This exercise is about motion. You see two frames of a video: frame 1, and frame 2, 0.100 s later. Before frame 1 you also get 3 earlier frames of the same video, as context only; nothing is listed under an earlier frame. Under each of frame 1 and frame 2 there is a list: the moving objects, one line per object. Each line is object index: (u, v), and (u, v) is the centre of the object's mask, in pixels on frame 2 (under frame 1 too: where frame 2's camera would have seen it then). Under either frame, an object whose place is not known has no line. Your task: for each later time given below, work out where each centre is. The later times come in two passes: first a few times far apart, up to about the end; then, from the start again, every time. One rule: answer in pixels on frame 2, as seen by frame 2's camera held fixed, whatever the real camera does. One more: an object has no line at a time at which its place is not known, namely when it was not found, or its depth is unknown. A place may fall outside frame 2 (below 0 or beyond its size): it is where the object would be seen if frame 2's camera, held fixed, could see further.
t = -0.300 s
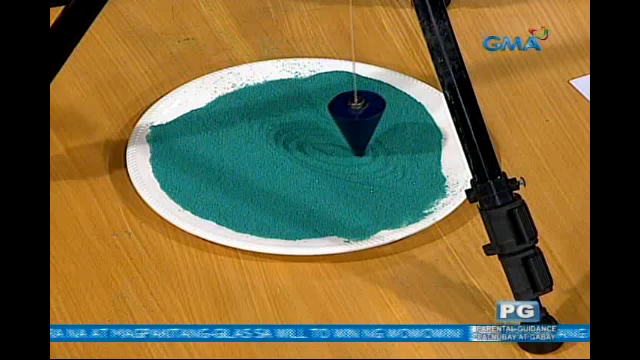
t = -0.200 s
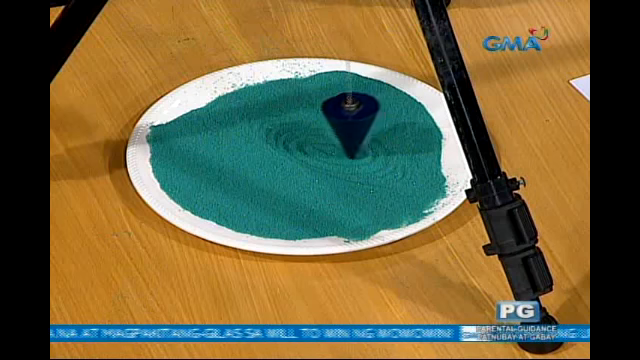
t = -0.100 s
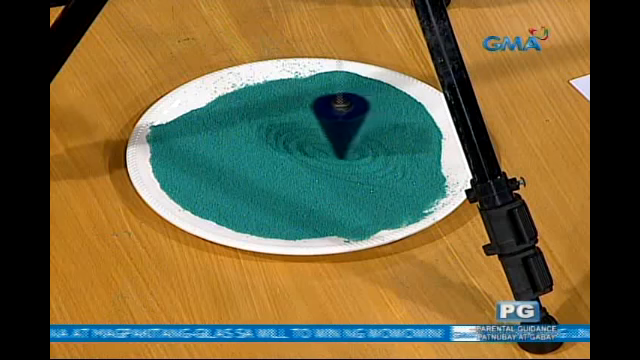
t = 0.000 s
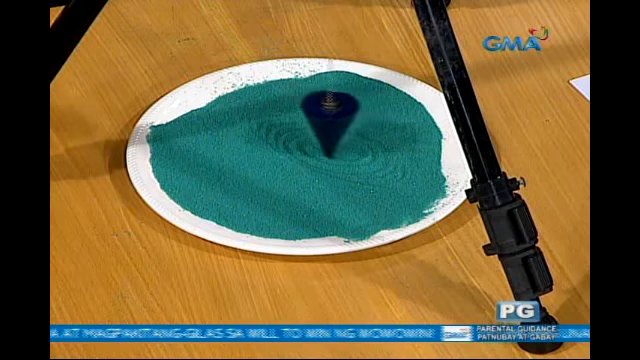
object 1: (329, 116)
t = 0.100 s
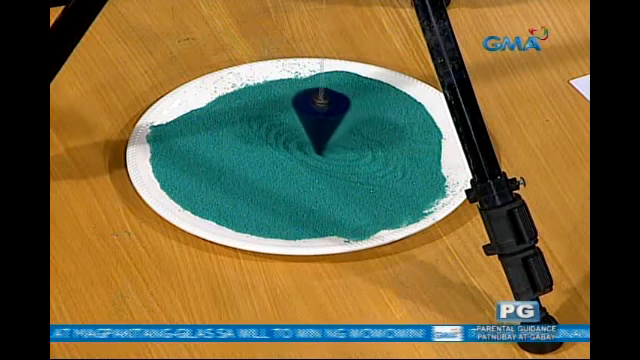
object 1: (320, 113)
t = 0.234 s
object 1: (316, 110)
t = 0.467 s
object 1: (327, 108)
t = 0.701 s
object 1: (344, 111)
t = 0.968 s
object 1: (346, 115)
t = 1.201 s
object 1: (334, 114)
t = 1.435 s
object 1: (326, 112)
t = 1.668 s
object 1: (330, 111)
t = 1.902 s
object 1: (337, 112)
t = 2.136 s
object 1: (339, 113)
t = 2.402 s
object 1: (334, 112)
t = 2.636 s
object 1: (333, 112)
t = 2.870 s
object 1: (335, 113)
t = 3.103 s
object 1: (336, 113)
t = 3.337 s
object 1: (335, 113)
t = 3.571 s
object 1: (334, 112)
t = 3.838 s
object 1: (333, 112)
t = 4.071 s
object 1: (334, 112)
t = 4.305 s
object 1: (335, 112)
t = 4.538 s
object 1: (336, 113)
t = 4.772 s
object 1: (336, 113)
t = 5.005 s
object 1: (334, 113)
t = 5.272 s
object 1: (333, 113)
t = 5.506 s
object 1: (333, 113)
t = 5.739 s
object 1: (333, 112)
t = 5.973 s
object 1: (334, 112)
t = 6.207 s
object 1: (335, 112)
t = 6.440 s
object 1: (335, 112)
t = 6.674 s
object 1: (335, 113)
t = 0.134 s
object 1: (318, 112)
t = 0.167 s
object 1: (317, 112)
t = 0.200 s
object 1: (316, 111)
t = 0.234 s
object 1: (316, 110)
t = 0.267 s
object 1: (316, 109)
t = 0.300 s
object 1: (317, 108)
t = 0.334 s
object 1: (318, 108)
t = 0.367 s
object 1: (320, 107)
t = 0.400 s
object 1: (322, 108)
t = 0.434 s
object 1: (324, 107)
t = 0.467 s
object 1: (327, 108)
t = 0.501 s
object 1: (329, 108)
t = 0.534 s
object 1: (332, 108)
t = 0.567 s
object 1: (335, 109)
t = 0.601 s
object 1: (337, 109)
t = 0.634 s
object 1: (340, 110)
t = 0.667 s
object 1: (342, 110)
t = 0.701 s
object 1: (344, 111)
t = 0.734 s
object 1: (346, 111)
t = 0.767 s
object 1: (347, 112)
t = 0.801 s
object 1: (347, 113)
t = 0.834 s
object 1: (348, 113)
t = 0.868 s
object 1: (348, 114)
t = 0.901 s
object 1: (347, 114)
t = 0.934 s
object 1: (347, 114)
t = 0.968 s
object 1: (346, 115)
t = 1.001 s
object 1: (344, 115)
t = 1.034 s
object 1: (343, 115)
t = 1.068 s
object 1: (341, 115)
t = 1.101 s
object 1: (339, 115)
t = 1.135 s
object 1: (338, 115)
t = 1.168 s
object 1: (336, 114)
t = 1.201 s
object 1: (334, 114)
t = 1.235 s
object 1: (332, 114)
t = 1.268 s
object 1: (331, 114)
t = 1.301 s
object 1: (329, 113)
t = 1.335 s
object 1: (328, 113)
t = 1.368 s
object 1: (327, 113)
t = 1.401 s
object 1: (327, 112)
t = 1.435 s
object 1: (326, 112)
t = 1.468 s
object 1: (326, 112)
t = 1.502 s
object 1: (326, 112)
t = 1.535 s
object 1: (327, 112)
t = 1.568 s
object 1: (327, 112)
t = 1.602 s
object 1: (328, 112)
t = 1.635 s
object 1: (329, 111)
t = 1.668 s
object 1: (330, 111)
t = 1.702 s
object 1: (331, 111)
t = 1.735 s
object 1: (332, 111)
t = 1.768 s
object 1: (333, 111)
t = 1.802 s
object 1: (334, 111)
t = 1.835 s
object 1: (335, 112)
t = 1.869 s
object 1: (336, 112)
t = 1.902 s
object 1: (337, 112)
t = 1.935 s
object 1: (338, 112)
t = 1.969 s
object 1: (338, 112)
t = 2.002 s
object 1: (339, 112)
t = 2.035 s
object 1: (339, 112)
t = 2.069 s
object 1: (339, 112)
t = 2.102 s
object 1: (339, 113)
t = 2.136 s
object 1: (339, 113)
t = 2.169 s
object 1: (338, 112)
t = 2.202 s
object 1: (338, 113)
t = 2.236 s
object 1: (337, 112)
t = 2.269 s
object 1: (337, 112)
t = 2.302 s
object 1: (336, 112)
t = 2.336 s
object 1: (335, 112)
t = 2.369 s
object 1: (335, 112)
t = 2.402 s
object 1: (334, 112)
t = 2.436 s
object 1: (334, 112)
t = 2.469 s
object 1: (333, 112)
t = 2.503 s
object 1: (333, 112)
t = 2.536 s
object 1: (333, 112)
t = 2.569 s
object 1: (333, 112)
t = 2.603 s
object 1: (333, 112)
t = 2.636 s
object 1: (333, 112)
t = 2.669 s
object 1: (333, 112)
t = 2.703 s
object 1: (333, 112)
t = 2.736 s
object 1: (333, 112)
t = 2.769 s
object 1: (334, 112)
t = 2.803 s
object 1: (334, 112)
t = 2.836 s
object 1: (334, 112)
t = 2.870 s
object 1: (335, 113)
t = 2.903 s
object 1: (335, 113)
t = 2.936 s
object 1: (335, 113)
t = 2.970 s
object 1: (335, 113)
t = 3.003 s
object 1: (336, 113)
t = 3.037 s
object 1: (336, 113)
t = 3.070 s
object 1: (336, 113)
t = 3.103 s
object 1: (336, 113)
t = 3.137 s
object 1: (336, 113)
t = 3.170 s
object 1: (336, 113)
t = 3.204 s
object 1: (336, 113)
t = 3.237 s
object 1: (335, 113)
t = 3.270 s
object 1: (335, 113)
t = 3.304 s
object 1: (335, 113)
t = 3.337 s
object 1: (335, 113)
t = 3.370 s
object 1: (335, 113)
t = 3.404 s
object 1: (334, 113)
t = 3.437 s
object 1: (334, 113)
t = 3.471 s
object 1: (334, 113)
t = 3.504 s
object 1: (334, 112)
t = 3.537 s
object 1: (334, 112)
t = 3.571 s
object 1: (334, 112)
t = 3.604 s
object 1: (334, 113)
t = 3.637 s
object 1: (333, 113)
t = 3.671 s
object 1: (333, 112)
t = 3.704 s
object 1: (333, 112)
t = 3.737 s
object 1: (333, 112)
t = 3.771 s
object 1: (333, 112)
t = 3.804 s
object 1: (333, 112)
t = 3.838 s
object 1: (333, 112)
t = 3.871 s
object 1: (333, 112)
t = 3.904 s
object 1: (334, 112)
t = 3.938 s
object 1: (334, 112)
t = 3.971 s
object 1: (334, 112)
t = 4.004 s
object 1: (334, 112)
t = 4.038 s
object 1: (334, 112)
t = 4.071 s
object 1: (334, 112)
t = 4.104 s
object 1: (334, 112)
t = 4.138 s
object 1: (334, 112)
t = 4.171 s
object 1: (334, 112)
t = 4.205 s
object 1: (334, 112)
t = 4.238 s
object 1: (335, 112)
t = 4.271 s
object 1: (335, 112)
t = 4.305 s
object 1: (335, 112)
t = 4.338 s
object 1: (335, 112)
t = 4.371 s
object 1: (335, 112)
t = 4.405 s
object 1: (335, 112)
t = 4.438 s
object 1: (335, 112)
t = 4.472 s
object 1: (335, 113)
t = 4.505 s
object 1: (335, 113)
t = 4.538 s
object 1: (336, 113)
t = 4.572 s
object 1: (336, 113)
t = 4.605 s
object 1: (336, 113)
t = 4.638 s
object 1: (336, 113)
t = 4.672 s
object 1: (336, 113)
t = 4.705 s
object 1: (336, 113)
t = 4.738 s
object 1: (336, 113)
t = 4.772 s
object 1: (336, 113)
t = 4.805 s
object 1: (336, 113)
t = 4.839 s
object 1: (335, 113)
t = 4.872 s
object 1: (335, 113)
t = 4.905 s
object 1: (335, 113)
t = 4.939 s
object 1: (335, 113)
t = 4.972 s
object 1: (335, 113)
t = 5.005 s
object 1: (334, 113)
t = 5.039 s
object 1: (334, 113)
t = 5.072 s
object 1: (334, 113)
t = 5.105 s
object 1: (334, 113)
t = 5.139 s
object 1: (334, 113)
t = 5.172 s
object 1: (334, 113)
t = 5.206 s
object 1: (334, 113)
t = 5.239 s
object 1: (334, 113)
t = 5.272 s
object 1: (333, 113)
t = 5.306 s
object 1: (333, 113)
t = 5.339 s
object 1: (333, 113)
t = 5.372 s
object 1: (333, 113)
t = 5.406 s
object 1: (333, 113)
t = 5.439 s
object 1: (333, 113)
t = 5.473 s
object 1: (333, 113)
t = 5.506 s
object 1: (333, 113)
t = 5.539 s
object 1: (333, 112)
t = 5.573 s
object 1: (333, 112)
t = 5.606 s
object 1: (333, 112)
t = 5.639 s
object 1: (333, 112)
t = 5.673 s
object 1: (333, 112)
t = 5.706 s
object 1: (333, 112)
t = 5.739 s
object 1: (333, 112)
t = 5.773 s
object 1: (333, 112)
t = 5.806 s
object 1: (334, 112)
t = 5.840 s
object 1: (334, 112)
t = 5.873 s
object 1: (334, 112)
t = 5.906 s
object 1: (334, 112)
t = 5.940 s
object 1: (334, 112)
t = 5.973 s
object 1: (334, 112)
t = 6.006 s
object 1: (334, 112)
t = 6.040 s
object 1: (334, 112)
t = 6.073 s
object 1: (334, 112)
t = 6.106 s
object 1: (335, 112)
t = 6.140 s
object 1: (335, 112)
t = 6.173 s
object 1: (335, 112)
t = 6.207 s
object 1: (335, 112)
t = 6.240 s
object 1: (335, 112)
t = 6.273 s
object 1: (335, 112)
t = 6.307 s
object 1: (335, 112)
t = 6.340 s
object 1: (335, 112)
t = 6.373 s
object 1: (335, 112)
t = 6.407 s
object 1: (335, 112)
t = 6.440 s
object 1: (335, 112)
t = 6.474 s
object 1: (335, 112)
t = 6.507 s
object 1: (335, 113)
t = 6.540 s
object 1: (335, 113)
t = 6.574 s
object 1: (335, 113)
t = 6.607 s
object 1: (335, 113)
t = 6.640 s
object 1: (335, 113)
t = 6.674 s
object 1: (335, 113)
